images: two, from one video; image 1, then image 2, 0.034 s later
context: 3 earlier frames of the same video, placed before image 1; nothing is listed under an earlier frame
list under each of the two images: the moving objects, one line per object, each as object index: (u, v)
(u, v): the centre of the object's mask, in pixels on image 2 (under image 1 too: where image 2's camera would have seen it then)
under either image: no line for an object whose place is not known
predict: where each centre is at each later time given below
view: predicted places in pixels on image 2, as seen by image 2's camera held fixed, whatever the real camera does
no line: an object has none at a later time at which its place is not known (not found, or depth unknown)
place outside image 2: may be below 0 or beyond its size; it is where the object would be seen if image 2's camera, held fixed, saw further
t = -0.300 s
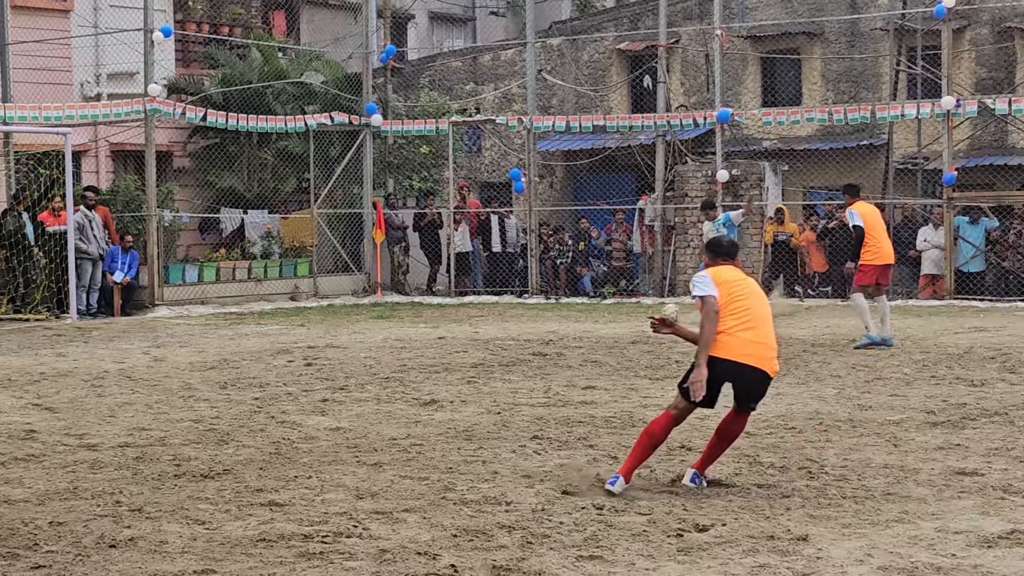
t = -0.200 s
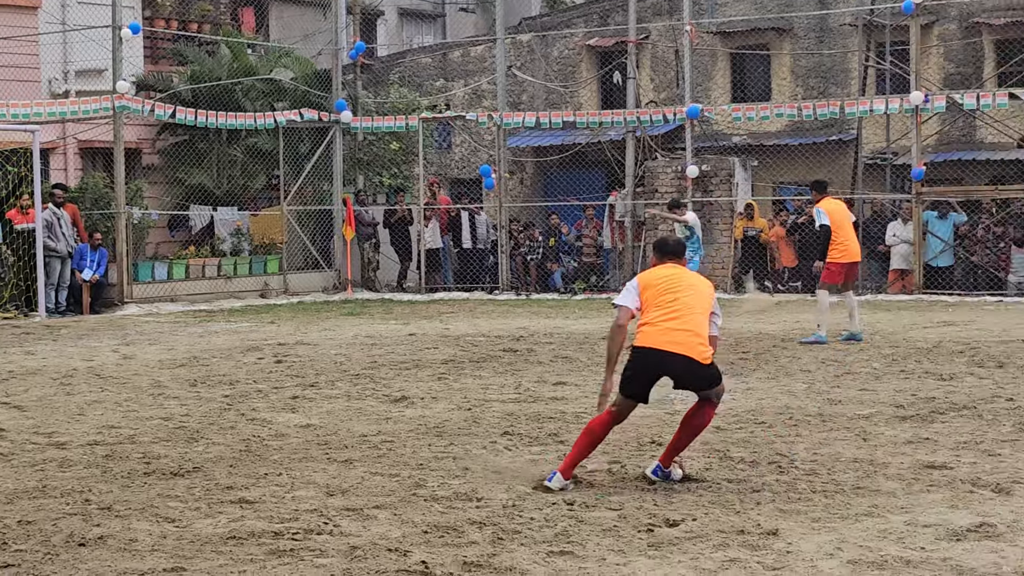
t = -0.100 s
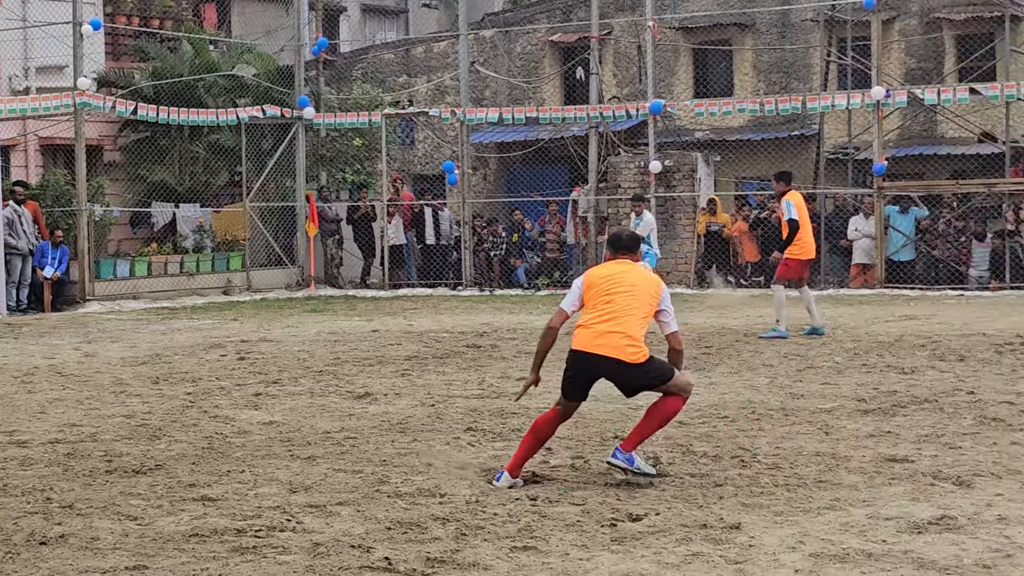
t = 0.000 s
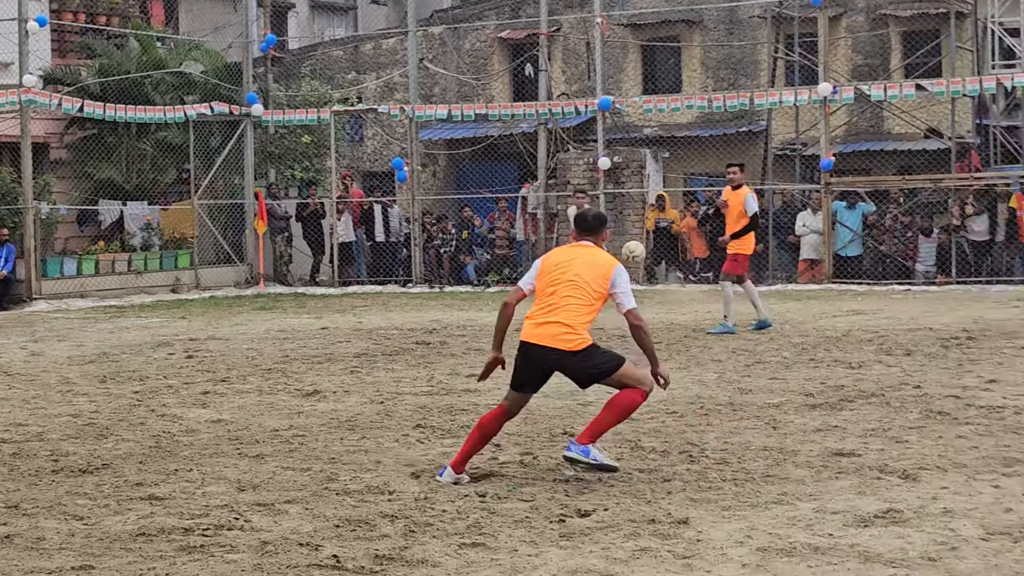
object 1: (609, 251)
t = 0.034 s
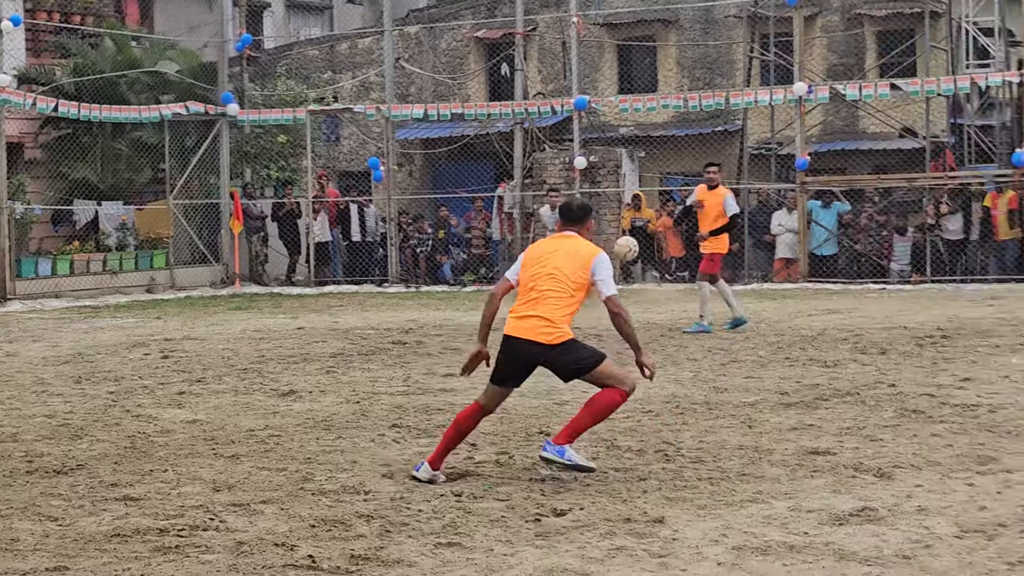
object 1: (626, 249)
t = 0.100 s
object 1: (665, 244)
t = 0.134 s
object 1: (687, 243)
